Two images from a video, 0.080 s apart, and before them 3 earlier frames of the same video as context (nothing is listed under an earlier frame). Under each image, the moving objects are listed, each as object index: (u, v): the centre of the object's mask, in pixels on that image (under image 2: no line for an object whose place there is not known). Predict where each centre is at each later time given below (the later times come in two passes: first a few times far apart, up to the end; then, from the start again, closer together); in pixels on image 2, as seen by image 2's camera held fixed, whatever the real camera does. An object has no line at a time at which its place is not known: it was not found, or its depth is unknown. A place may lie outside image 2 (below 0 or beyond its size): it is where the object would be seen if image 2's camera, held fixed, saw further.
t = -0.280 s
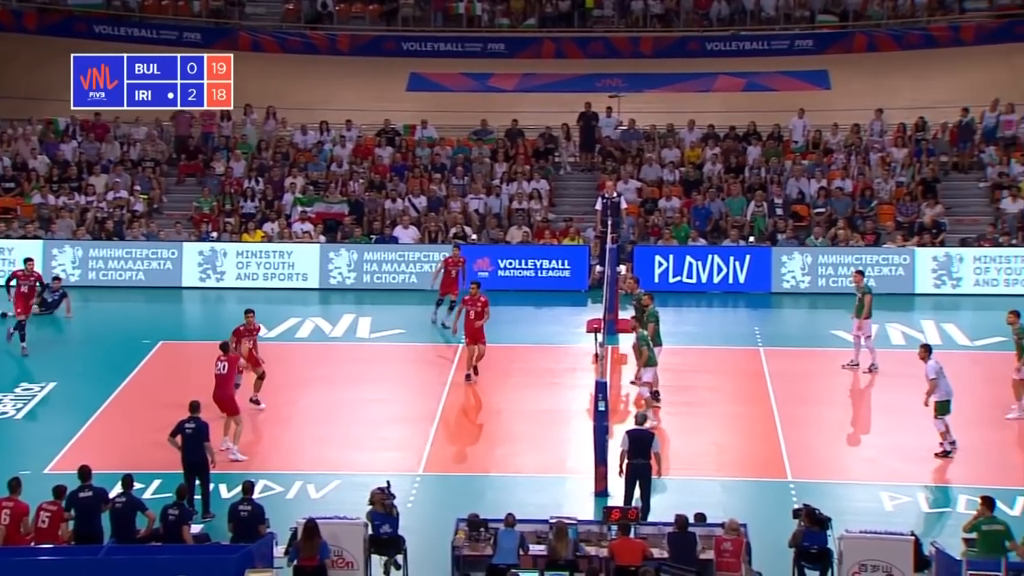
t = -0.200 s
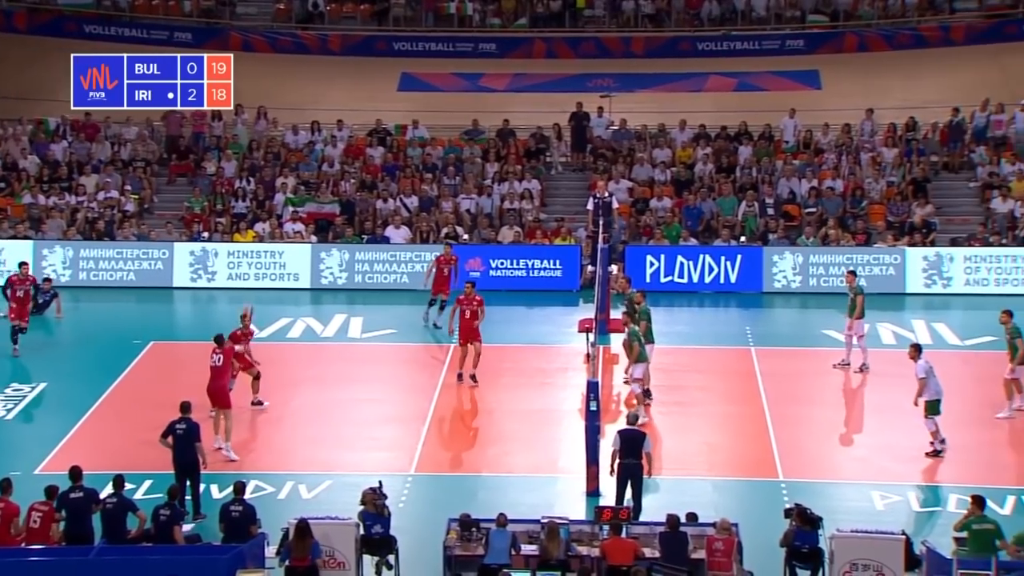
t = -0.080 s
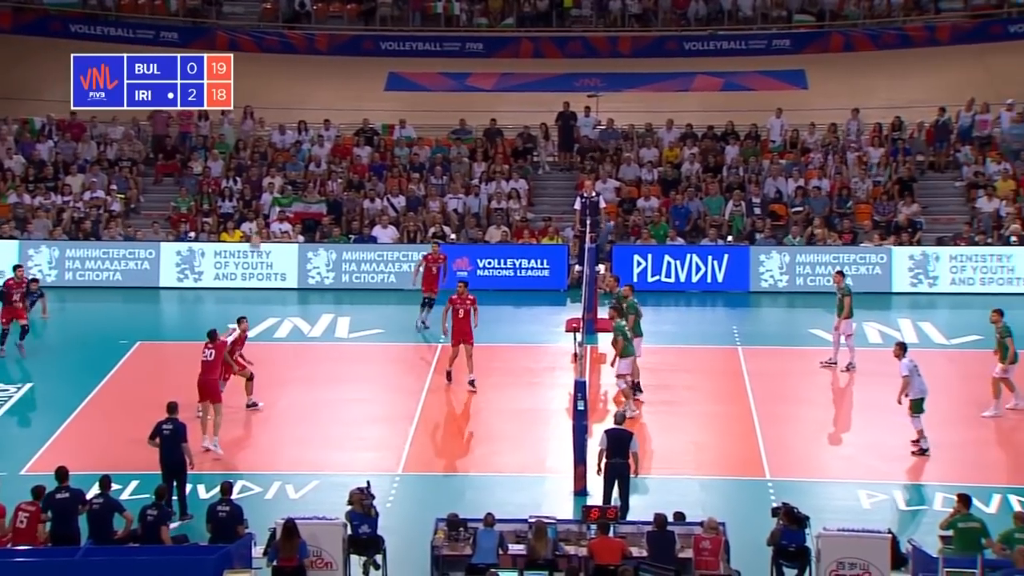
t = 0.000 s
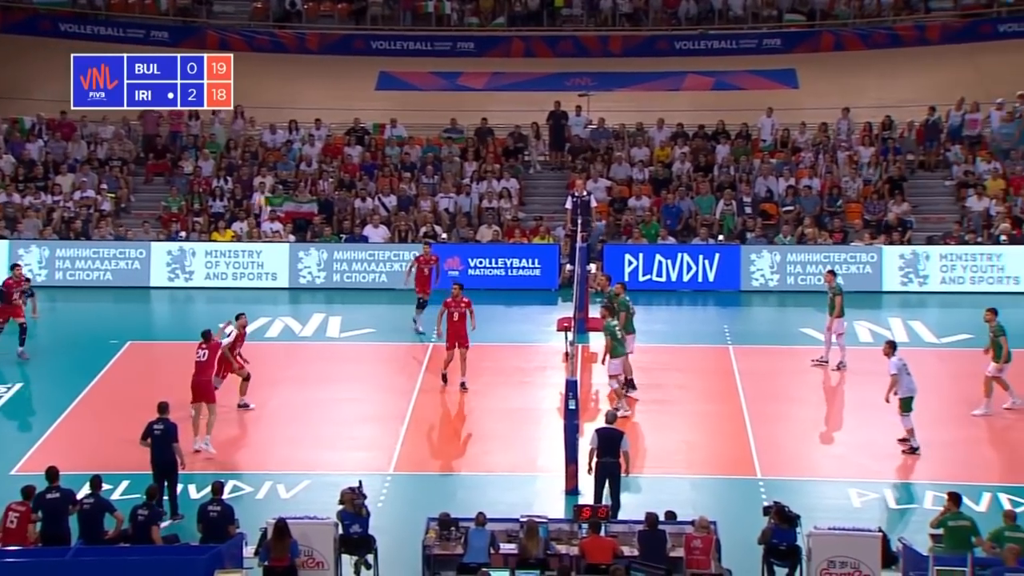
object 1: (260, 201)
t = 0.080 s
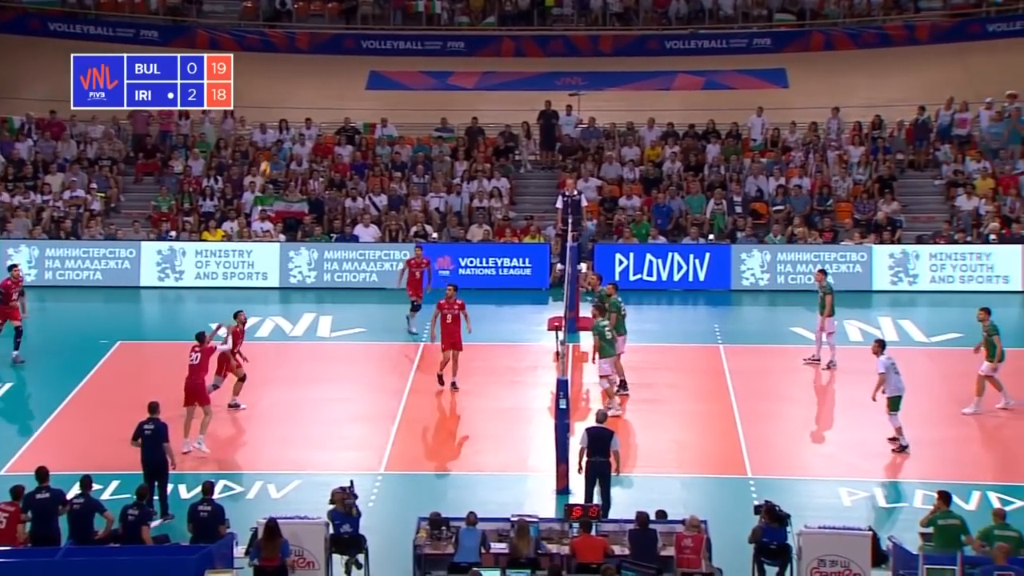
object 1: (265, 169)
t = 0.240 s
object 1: (291, 113)
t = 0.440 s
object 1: (324, 69)
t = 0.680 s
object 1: (363, 50)
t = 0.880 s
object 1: (394, 58)
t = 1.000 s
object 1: (411, 73)
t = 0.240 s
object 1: (291, 113)
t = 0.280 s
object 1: (298, 102)
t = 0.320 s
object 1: (305, 92)
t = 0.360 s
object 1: (311, 83)
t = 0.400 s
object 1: (319, 75)
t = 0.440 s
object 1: (324, 69)
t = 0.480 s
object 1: (331, 64)
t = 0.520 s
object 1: (338, 59)
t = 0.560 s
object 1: (344, 55)
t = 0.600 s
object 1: (351, 52)
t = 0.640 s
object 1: (357, 51)
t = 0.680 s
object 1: (363, 50)
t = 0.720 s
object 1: (369, 50)
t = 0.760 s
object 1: (375, 51)
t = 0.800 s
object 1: (381, 52)
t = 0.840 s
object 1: (388, 55)
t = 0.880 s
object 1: (394, 58)
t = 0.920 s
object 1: (400, 62)
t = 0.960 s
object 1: (406, 67)
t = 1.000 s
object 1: (411, 73)
